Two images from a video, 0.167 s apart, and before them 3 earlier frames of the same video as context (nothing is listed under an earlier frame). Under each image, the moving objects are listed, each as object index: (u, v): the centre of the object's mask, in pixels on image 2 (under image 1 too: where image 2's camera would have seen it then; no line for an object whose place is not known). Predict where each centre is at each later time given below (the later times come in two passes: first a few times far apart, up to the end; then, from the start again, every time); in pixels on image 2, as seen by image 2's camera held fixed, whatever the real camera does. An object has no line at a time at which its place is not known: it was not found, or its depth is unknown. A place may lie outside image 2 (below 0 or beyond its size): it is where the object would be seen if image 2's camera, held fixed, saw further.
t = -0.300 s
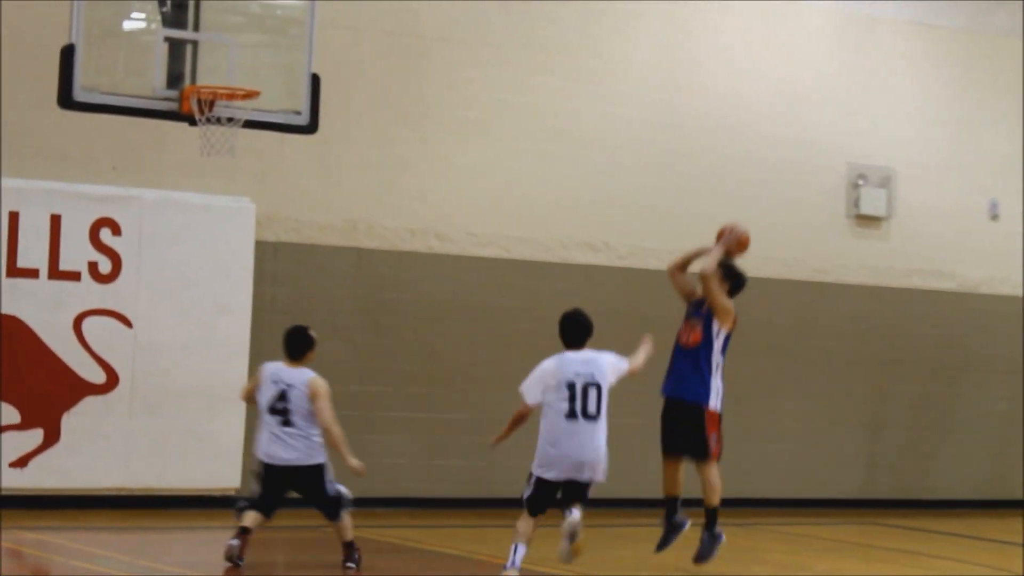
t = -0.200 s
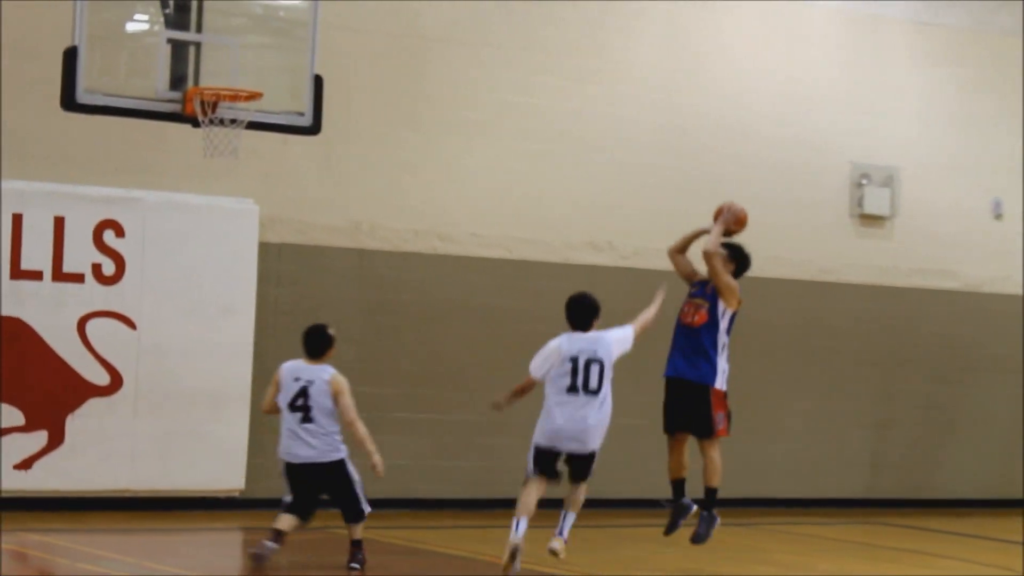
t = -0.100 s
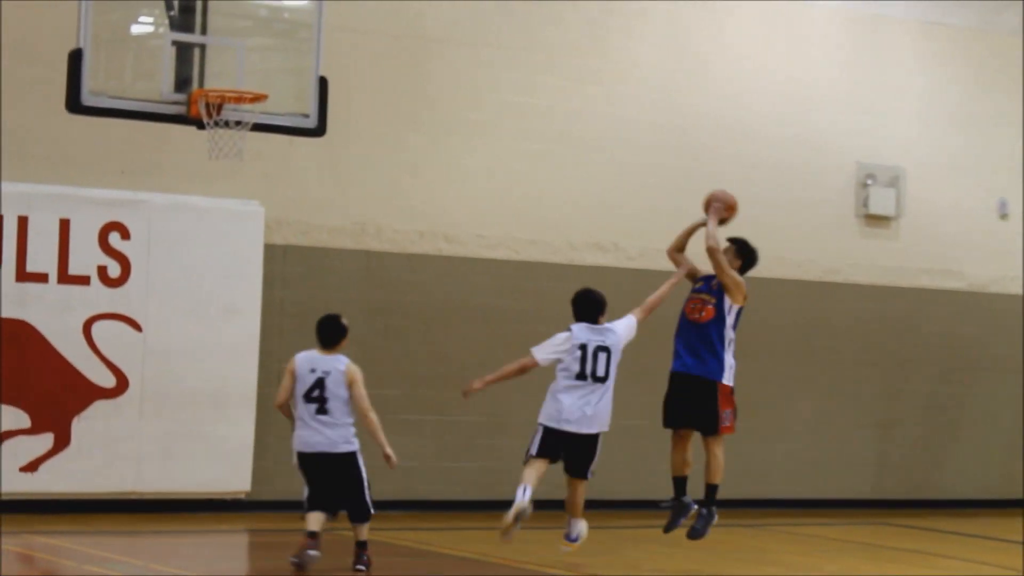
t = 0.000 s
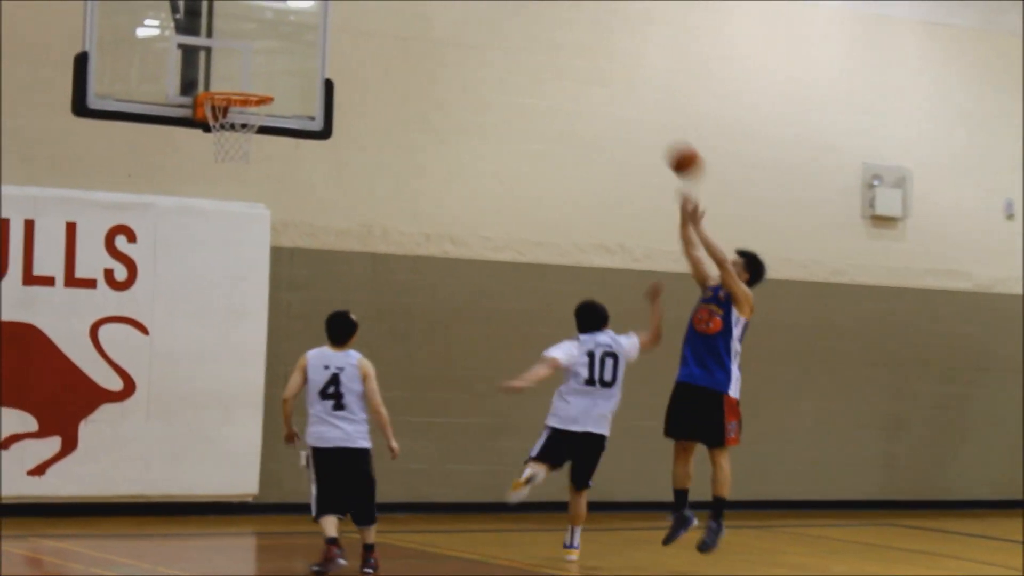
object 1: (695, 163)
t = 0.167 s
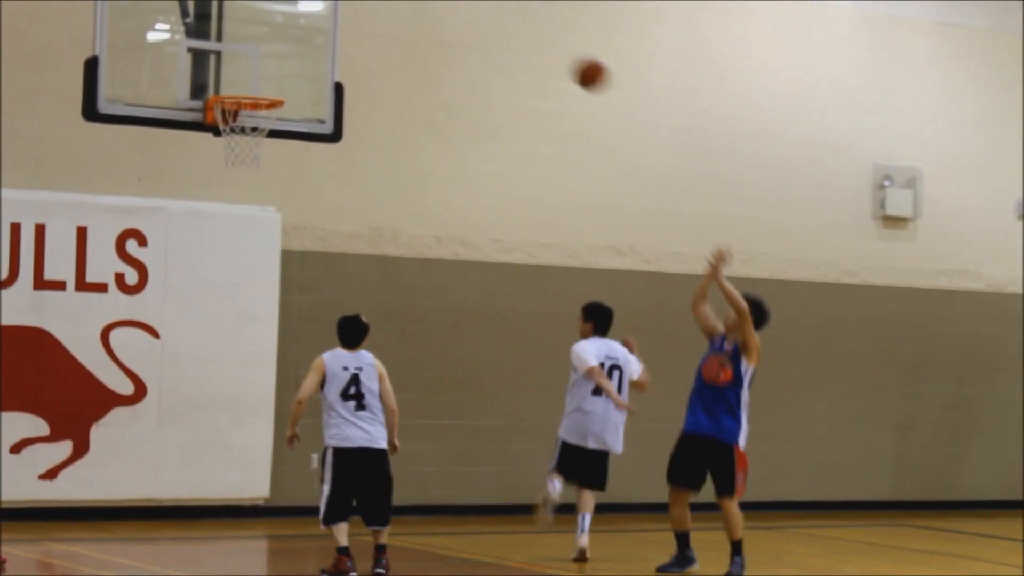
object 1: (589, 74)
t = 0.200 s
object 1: (568, 61)
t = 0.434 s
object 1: (418, 13)
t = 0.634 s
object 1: (288, 31)
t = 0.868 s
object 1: (241, 89)
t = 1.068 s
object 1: (257, 127)
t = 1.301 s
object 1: (231, 152)
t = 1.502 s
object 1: (209, 224)
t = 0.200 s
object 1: (568, 61)
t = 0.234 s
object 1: (547, 50)
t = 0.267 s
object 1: (525, 40)
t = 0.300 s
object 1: (504, 31)
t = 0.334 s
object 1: (483, 24)
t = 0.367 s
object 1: (461, 19)
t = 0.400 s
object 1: (440, 14)
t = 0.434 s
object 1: (418, 13)
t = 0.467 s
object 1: (396, 12)
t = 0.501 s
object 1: (375, 12)
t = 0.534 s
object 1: (355, 14)
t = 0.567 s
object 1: (332, 19)
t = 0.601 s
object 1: (311, 25)
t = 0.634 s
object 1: (288, 31)
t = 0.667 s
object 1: (266, 40)
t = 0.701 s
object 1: (251, 49)
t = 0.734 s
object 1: (245, 57)
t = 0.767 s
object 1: (240, 67)
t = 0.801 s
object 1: (235, 78)
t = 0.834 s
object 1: (231, 85)
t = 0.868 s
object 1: (241, 89)
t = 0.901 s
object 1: (261, 107)
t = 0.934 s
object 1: (261, 119)
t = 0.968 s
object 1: (263, 120)
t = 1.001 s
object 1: (263, 127)
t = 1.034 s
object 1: (262, 128)
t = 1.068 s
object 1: (257, 127)
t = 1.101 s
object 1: (253, 128)
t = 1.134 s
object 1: (249, 129)
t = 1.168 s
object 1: (246, 132)
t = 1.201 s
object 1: (242, 134)
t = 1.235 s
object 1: (238, 140)
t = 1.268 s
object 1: (234, 145)
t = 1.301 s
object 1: (231, 152)
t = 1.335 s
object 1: (226, 164)
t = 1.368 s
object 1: (223, 170)
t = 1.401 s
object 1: (220, 180)
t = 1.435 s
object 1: (217, 192)
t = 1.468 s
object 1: (213, 207)
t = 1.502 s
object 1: (209, 224)
